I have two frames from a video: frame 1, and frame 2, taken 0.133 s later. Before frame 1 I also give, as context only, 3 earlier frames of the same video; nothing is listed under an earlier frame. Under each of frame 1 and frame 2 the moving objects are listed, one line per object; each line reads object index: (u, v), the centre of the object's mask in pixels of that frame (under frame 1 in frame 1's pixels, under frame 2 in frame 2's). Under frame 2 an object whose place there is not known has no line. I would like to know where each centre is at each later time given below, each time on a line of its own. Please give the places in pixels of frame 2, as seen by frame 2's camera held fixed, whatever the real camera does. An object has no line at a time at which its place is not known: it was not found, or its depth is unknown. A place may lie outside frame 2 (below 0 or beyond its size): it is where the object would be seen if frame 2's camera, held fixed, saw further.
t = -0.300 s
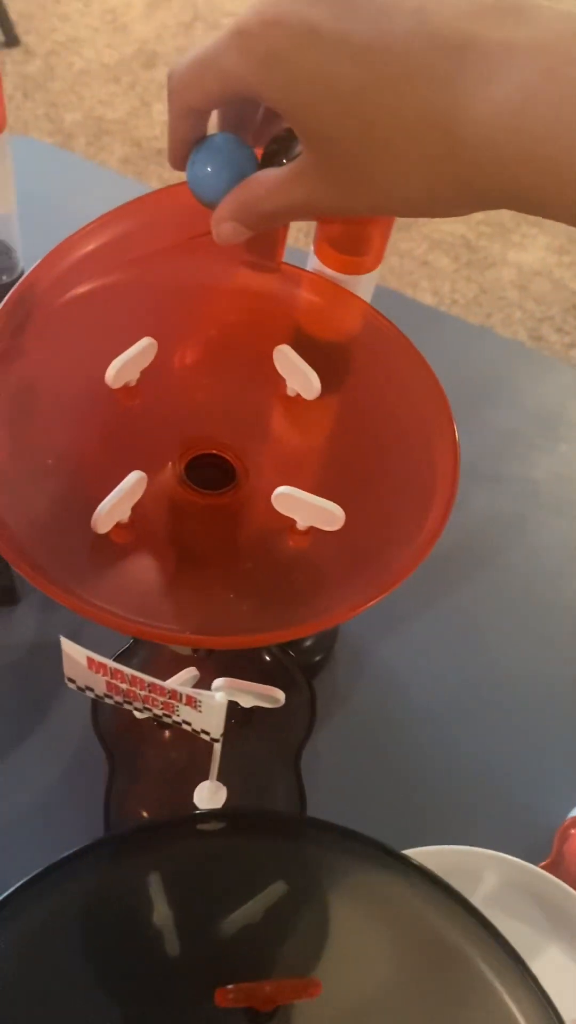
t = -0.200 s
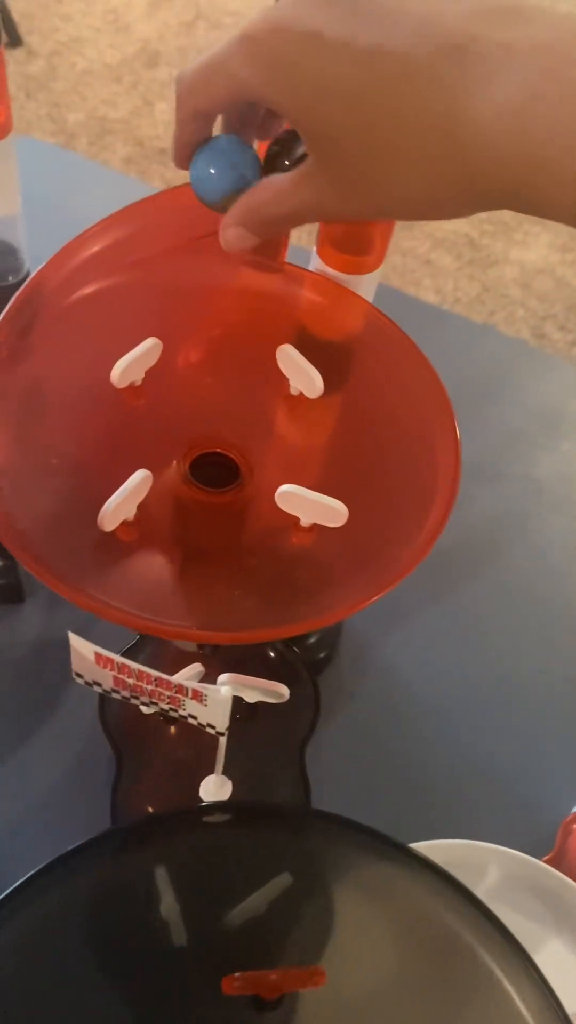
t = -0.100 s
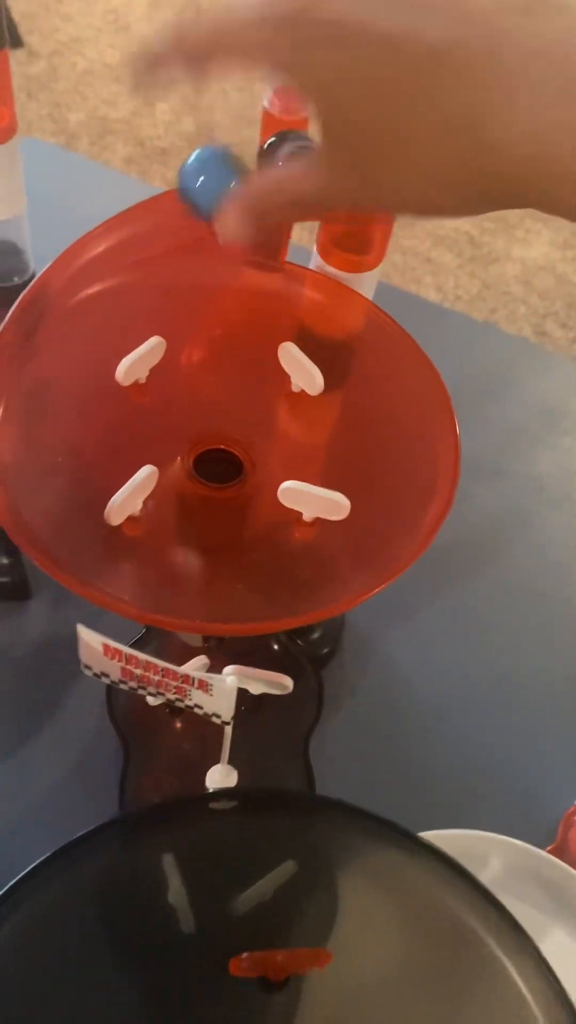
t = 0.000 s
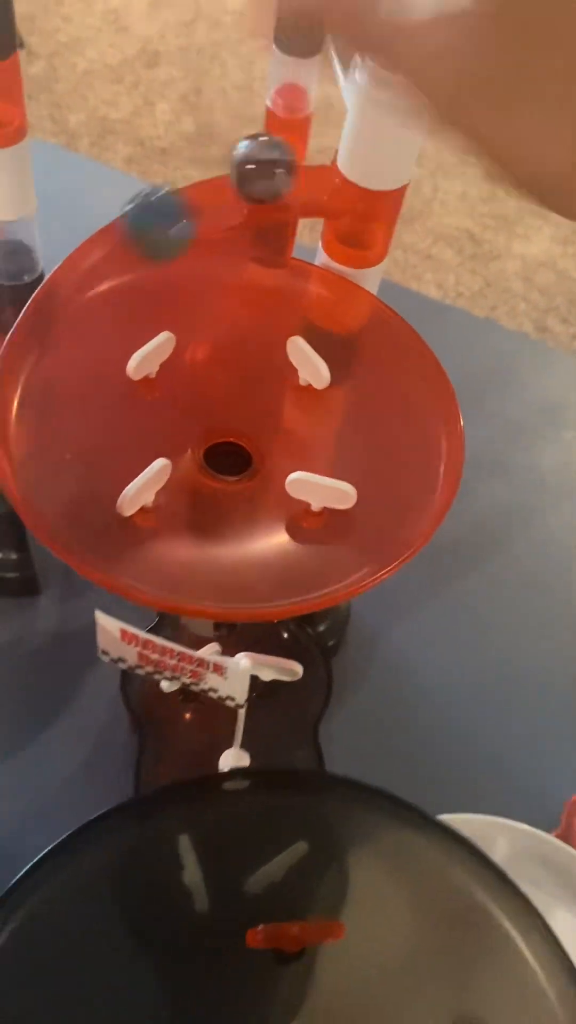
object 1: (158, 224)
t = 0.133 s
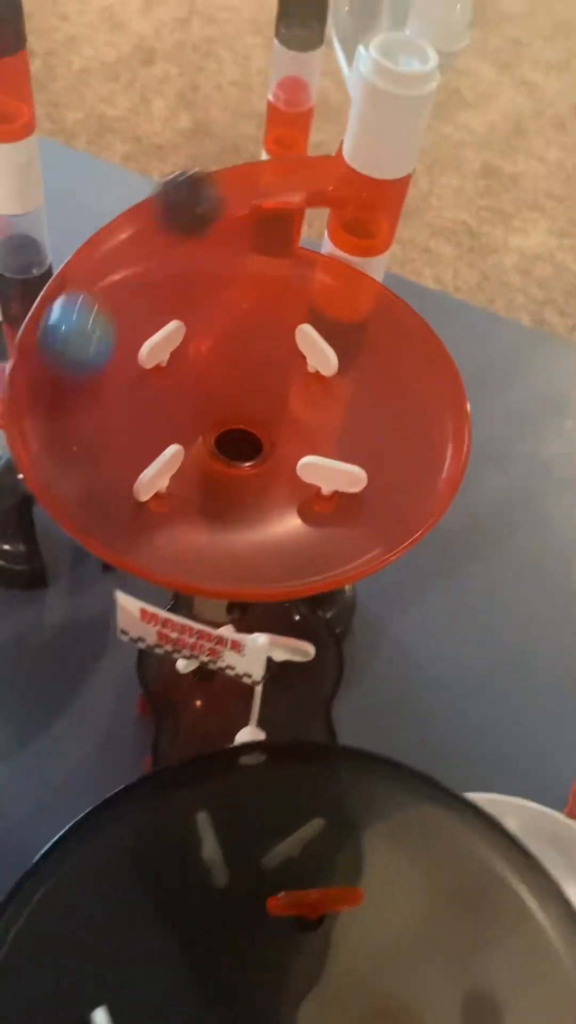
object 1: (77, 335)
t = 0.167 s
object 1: (63, 373)
